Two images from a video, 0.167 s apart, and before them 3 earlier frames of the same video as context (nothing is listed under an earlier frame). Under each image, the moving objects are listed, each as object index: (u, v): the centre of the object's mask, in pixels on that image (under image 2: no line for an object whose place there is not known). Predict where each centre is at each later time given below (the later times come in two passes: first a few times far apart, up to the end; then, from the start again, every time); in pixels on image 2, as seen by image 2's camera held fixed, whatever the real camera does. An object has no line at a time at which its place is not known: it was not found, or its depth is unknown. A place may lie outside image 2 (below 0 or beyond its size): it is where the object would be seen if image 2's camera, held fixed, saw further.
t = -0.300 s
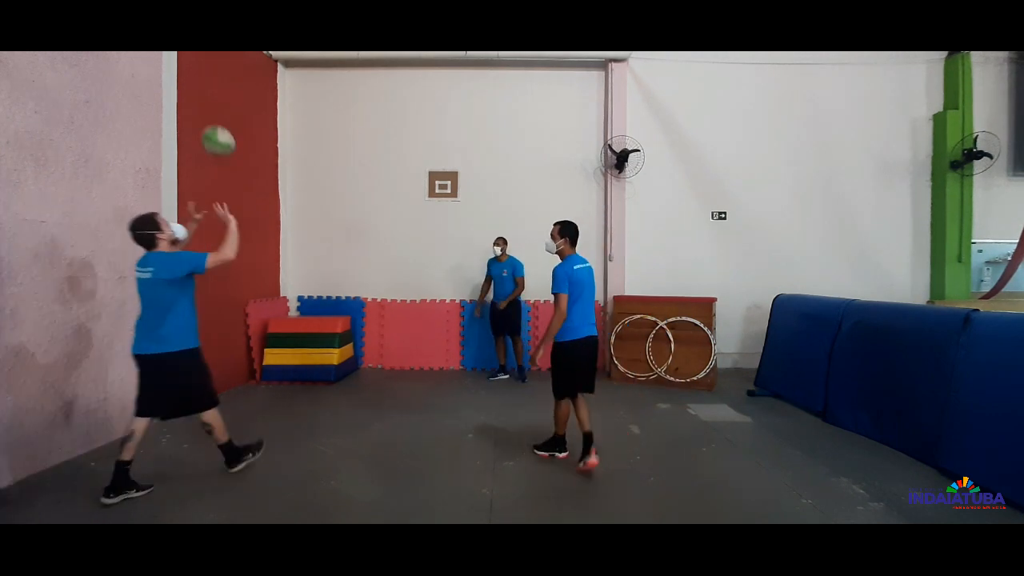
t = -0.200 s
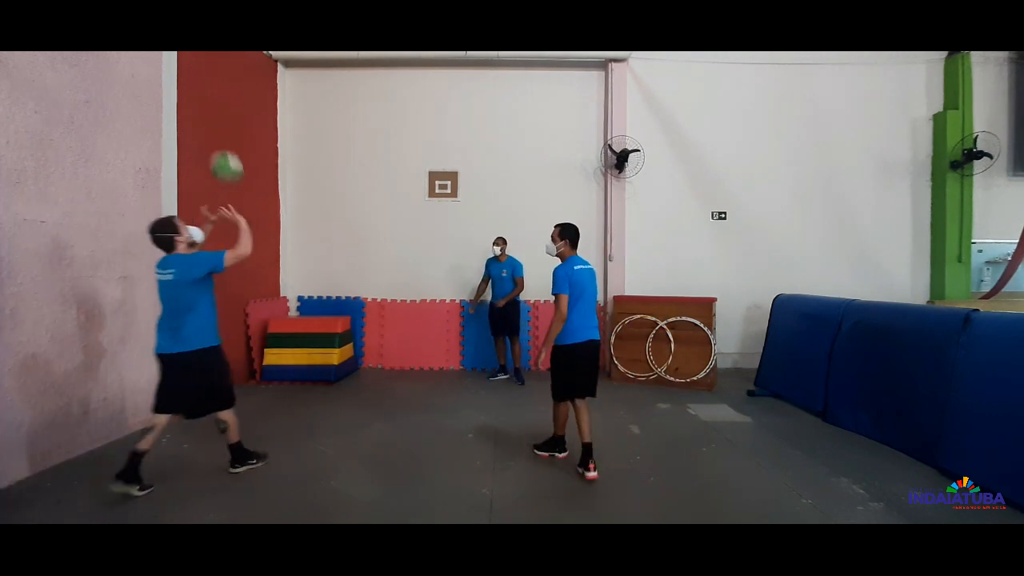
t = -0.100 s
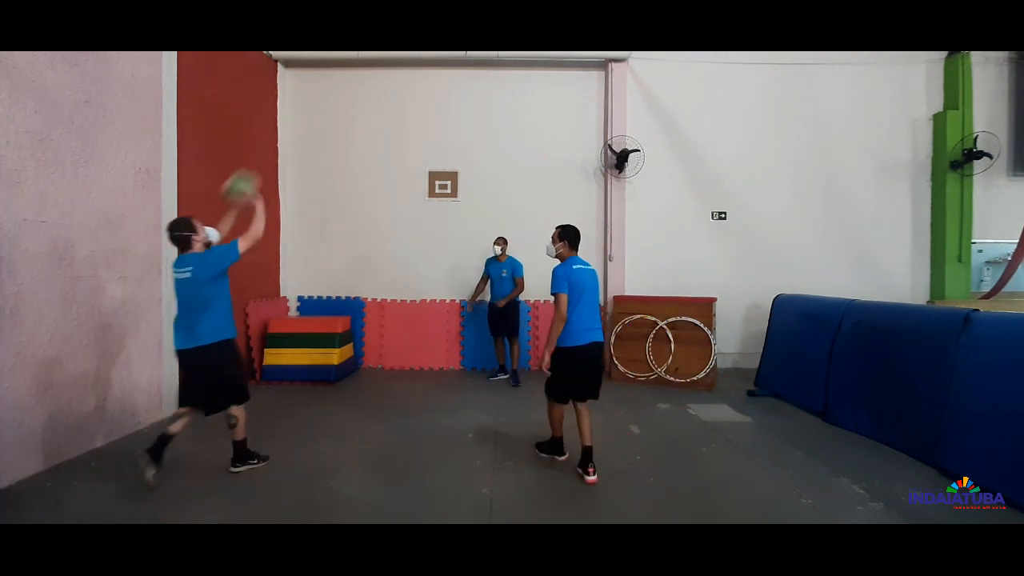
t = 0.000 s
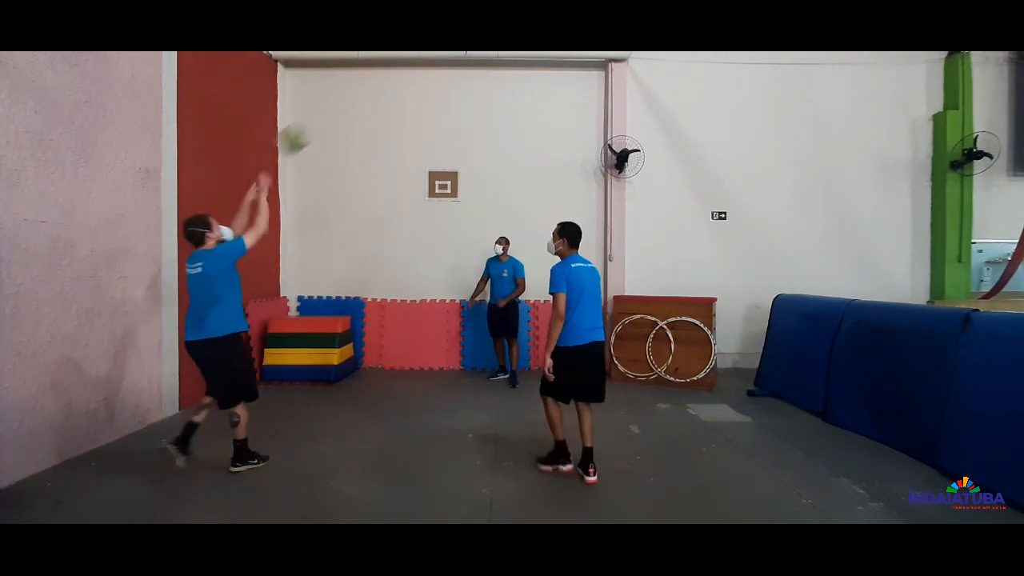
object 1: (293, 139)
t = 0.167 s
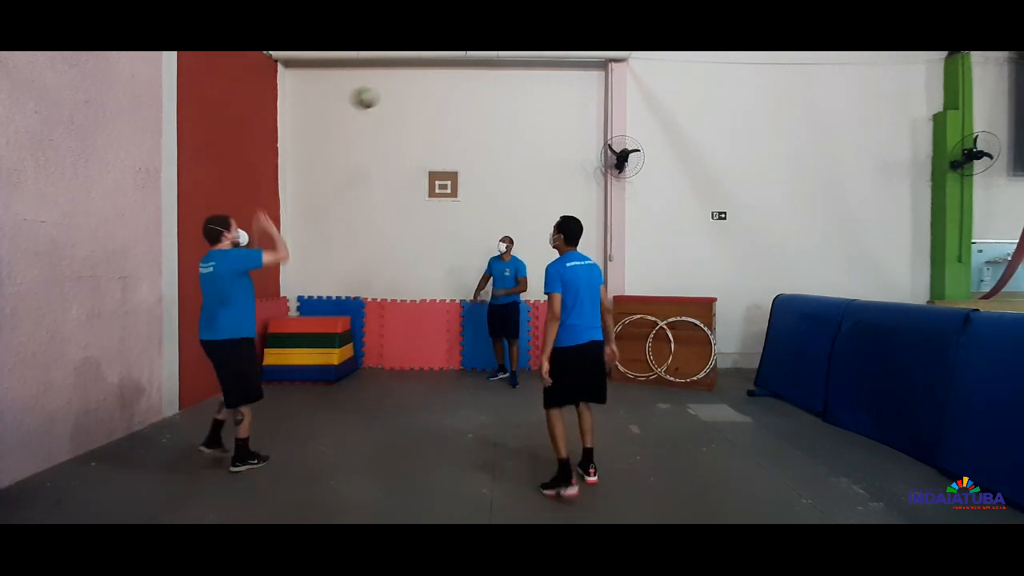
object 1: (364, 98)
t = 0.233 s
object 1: (388, 92)
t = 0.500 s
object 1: (463, 114)
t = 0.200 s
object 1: (376, 94)
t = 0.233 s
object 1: (388, 92)
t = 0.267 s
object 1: (399, 92)
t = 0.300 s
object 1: (410, 92)
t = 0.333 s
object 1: (419, 94)
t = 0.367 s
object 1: (428, 96)
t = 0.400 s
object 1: (437, 99)
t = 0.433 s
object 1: (446, 103)
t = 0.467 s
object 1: (455, 108)
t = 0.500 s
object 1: (463, 114)
